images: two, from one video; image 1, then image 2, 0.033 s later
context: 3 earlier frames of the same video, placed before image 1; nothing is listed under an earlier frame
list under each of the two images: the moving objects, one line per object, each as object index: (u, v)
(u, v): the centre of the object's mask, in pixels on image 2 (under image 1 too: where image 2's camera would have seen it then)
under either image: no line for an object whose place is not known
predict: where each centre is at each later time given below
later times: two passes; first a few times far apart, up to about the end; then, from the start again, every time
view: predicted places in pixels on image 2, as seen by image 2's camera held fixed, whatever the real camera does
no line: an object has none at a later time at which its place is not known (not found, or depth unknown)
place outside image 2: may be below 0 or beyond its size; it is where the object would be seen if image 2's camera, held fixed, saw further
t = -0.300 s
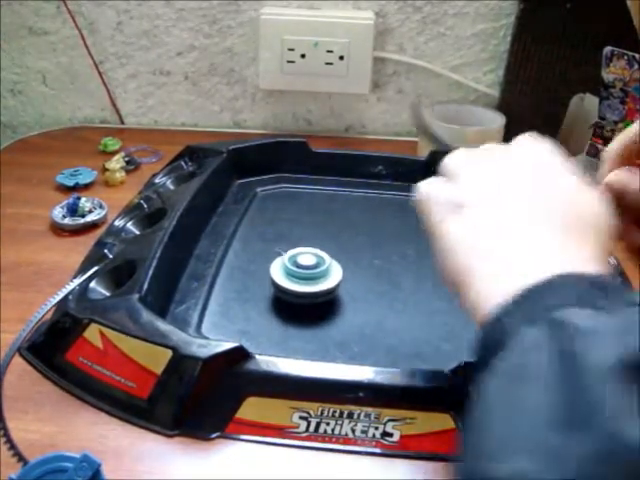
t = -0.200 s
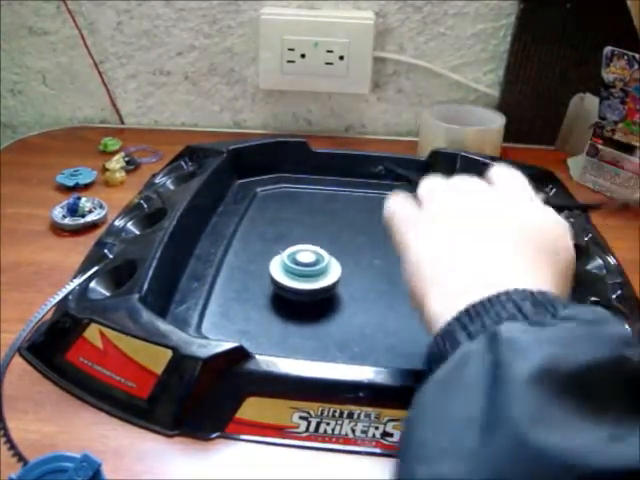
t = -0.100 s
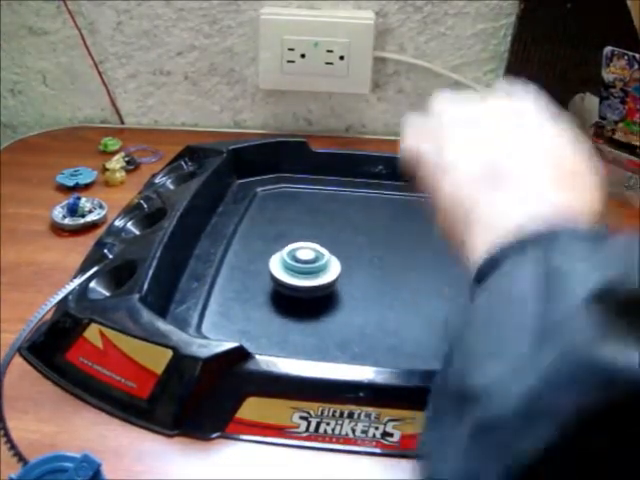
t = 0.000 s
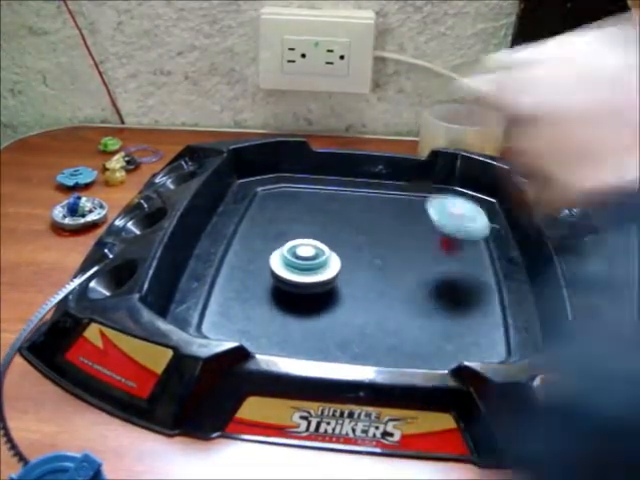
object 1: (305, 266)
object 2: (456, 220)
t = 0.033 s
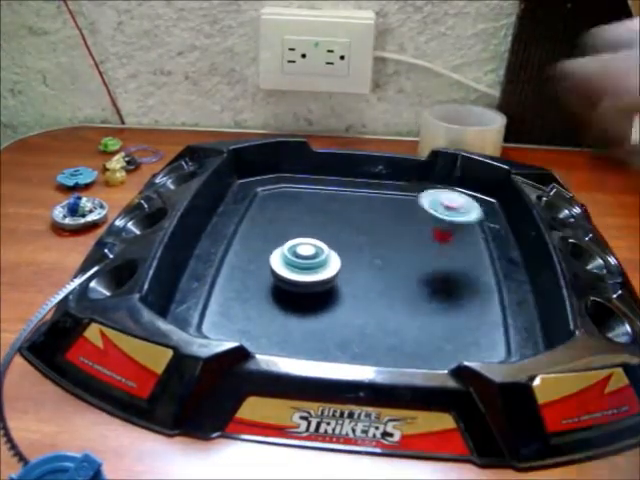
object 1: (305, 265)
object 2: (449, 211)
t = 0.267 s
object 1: (304, 256)
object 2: (406, 195)
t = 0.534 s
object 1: (292, 242)
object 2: (392, 176)
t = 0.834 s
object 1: (285, 235)
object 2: (368, 175)
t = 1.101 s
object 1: (287, 235)
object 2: (355, 186)
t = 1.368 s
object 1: (293, 232)
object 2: (361, 209)
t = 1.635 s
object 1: (296, 231)
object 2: (383, 228)
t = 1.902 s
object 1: (297, 231)
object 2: (390, 246)
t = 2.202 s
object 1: (301, 232)
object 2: (380, 265)
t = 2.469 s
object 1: (303, 233)
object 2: (346, 285)
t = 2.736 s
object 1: (303, 233)
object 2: (301, 288)
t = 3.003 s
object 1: (302, 235)
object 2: (265, 282)
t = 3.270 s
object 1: (302, 236)
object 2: (243, 275)
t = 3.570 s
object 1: (302, 239)
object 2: (239, 264)
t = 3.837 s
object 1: (309, 242)
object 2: (257, 253)
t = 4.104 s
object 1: (332, 236)
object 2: (218, 271)
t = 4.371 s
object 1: (331, 231)
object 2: (218, 289)
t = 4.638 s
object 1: (332, 228)
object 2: (266, 295)
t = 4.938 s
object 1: (334, 229)
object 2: (333, 283)
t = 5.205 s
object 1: (333, 229)
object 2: (373, 267)
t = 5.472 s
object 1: (336, 233)
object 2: (396, 255)
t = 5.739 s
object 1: (338, 238)
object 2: (419, 252)
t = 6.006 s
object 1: (337, 242)
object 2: (439, 251)
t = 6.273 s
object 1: (334, 249)
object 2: (449, 247)
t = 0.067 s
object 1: (305, 264)
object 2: (440, 214)
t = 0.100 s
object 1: (305, 263)
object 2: (431, 217)
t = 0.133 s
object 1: (305, 262)
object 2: (425, 205)
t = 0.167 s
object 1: (305, 260)
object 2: (417, 202)
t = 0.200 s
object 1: (305, 259)
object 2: (410, 202)
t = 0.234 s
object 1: (304, 258)
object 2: (407, 198)
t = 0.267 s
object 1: (304, 256)
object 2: (406, 195)
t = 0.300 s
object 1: (303, 255)
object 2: (404, 192)
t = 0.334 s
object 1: (302, 254)
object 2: (403, 189)
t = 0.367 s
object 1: (300, 251)
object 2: (402, 186)
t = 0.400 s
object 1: (299, 249)
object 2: (401, 184)
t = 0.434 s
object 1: (297, 247)
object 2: (399, 181)
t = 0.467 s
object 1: (296, 245)
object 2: (397, 179)
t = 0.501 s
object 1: (294, 243)
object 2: (394, 178)
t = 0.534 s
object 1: (292, 242)
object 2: (392, 176)
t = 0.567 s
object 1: (290, 240)
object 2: (390, 174)
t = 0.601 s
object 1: (288, 238)
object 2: (386, 174)
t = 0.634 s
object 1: (287, 236)
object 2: (383, 175)
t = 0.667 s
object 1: (287, 236)
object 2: (380, 175)
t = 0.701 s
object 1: (287, 235)
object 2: (377, 175)
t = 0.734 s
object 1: (287, 235)
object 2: (375, 175)
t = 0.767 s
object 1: (286, 235)
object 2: (372, 175)
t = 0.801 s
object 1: (285, 235)
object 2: (370, 175)
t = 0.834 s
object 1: (285, 235)
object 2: (368, 175)
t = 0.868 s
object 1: (285, 235)
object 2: (366, 175)
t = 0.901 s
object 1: (285, 235)
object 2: (363, 175)
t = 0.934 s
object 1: (285, 235)
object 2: (361, 176)
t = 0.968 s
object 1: (287, 235)
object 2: (359, 178)
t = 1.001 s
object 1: (288, 235)
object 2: (358, 180)
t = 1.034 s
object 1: (289, 235)
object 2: (357, 182)
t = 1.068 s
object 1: (288, 235)
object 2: (356, 184)
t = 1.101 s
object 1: (287, 235)
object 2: (355, 186)
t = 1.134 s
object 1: (287, 235)
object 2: (355, 189)
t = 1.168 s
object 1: (288, 234)
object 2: (355, 191)
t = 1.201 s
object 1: (290, 233)
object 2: (356, 194)
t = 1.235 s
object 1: (291, 233)
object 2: (357, 197)
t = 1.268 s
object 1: (292, 232)
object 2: (357, 200)
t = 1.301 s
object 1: (293, 232)
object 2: (358, 202)
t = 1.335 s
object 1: (293, 232)
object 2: (359, 206)
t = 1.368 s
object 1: (293, 232)
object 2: (361, 209)
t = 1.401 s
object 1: (293, 232)
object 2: (363, 212)
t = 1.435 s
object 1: (292, 232)
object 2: (366, 215)
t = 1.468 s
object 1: (293, 232)
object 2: (369, 217)
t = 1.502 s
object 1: (293, 231)
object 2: (372, 219)
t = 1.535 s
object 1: (294, 231)
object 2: (375, 221)
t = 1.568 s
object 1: (295, 231)
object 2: (378, 223)
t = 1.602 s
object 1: (295, 231)
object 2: (381, 226)
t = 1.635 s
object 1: (296, 231)
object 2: (383, 228)
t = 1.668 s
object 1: (296, 231)
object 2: (384, 230)
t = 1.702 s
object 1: (296, 231)
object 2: (386, 232)
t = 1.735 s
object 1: (297, 231)
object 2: (388, 234)
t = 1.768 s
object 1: (297, 231)
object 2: (389, 237)
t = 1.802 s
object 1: (297, 231)
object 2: (390, 239)
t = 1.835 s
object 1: (297, 231)
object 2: (390, 241)
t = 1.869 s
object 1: (297, 231)
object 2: (390, 244)
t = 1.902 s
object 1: (297, 231)
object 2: (390, 246)
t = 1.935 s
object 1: (297, 231)
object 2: (390, 248)
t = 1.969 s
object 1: (298, 231)
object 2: (389, 250)
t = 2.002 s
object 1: (298, 231)
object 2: (389, 252)
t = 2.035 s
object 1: (298, 231)
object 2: (387, 254)
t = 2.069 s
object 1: (299, 231)
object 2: (386, 256)
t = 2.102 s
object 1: (299, 231)
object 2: (385, 258)
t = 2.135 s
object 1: (300, 232)
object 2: (383, 260)
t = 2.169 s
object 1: (300, 232)
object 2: (382, 263)
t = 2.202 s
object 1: (301, 232)
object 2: (380, 265)
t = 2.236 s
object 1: (301, 232)
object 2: (378, 268)
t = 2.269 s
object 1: (301, 232)
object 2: (377, 271)
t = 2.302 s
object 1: (302, 232)
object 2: (374, 274)
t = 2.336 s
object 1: (302, 233)
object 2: (370, 277)
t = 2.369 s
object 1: (302, 233)
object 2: (365, 280)
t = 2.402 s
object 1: (302, 233)
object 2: (358, 282)
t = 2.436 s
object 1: (303, 233)
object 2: (352, 283)
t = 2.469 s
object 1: (303, 233)
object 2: (346, 285)
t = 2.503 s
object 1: (303, 233)
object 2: (340, 286)
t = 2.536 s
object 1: (303, 233)
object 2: (334, 287)
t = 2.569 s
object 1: (303, 233)
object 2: (328, 287)
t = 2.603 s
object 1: (303, 233)
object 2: (323, 287)
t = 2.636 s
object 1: (303, 233)
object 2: (317, 288)
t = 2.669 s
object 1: (303, 233)
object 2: (312, 288)
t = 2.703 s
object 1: (303, 233)
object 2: (306, 288)
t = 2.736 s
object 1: (303, 233)
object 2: (301, 288)
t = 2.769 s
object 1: (303, 234)
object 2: (297, 287)
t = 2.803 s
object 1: (303, 234)
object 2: (291, 287)
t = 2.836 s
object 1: (303, 234)
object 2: (286, 286)
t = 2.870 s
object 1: (302, 234)
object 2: (282, 285)
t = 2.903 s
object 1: (302, 234)
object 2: (277, 285)
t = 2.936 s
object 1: (302, 234)
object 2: (273, 284)
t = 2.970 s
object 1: (302, 234)
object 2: (269, 283)
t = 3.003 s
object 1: (302, 235)
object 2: (265, 282)
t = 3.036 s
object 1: (302, 235)
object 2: (261, 282)
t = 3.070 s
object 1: (302, 235)
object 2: (258, 281)
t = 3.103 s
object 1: (302, 235)
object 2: (255, 280)
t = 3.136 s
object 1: (302, 235)
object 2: (252, 279)
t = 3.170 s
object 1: (302, 236)
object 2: (249, 278)
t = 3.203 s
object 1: (302, 236)
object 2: (247, 277)
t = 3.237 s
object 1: (302, 236)
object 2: (244, 276)
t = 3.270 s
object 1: (302, 236)
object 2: (243, 275)
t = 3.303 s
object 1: (302, 236)
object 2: (241, 274)
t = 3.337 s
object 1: (302, 237)
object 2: (240, 273)
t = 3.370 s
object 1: (302, 237)
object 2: (239, 272)
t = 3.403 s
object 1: (302, 237)
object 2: (238, 270)
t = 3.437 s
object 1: (302, 238)
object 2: (238, 269)
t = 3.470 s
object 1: (302, 238)
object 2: (238, 268)
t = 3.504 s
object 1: (302, 239)
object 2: (238, 267)
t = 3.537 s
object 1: (302, 239)
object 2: (238, 265)
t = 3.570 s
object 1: (302, 239)
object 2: (239, 264)
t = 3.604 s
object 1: (302, 239)
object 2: (240, 263)
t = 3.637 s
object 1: (303, 240)
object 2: (241, 261)
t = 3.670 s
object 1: (303, 241)
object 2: (243, 260)
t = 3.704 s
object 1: (304, 241)
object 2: (245, 259)
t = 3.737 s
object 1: (305, 241)
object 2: (248, 257)
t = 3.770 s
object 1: (305, 242)
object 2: (251, 256)
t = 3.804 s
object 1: (307, 242)
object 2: (254, 254)
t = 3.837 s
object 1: (309, 242)
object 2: (257, 253)
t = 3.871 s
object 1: (314, 240)
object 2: (249, 255)
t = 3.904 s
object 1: (321, 239)
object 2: (241, 257)
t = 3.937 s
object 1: (326, 238)
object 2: (235, 259)
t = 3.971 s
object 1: (329, 237)
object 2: (230, 261)
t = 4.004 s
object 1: (331, 237)
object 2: (226, 264)
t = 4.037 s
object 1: (332, 236)
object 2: (223, 266)
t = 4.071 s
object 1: (332, 236)
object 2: (220, 268)
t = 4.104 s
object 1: (332, 236)
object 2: (218, 271)
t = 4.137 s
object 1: (332, 235)
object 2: (215, 273)
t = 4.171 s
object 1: (332, 235)
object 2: (215, 276)
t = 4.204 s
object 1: (332, 234)
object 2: (214, 279)
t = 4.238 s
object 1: (331, 233)
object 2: (213, 281)
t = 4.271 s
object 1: (331, 233)
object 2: (214, 283)
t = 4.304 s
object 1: (331, 232)
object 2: (214, 285)
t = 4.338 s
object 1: (331, 232)
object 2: (216, 287)
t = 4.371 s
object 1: (331, 231)
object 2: (218, 289)
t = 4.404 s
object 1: (331, 231)
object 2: (222, 291)
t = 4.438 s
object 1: (331, 230)
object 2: (226, 292)
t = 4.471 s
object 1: (331, 230)
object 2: (231, 293)
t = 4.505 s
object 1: (331, 230)
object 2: (237, 294)
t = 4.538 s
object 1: (331, 229)
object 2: (244, 295)
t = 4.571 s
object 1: (331, 229)
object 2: (251, 295)
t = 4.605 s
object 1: (332, 229)
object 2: (258, 295)
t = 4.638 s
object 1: (332, 228)
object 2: (266, 295)
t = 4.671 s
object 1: (332, 228)
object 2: (274, 294)
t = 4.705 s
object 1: (333, 228)
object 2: (283, 293)
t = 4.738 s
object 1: (333, 229)
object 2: (291, 292)
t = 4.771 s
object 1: (333, 229)
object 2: (299, 291)
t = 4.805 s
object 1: (334, 229)
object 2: (307, 290)
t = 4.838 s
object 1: (334, 229)
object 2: (314, 288)
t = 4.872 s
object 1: (334, 229)
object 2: (321, 286)
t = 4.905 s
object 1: (334, 229)
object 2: (327, 285)
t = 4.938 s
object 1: (334, 229)
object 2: (333, 283)
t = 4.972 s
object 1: (334, 229)
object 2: (340, 281)
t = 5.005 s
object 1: (334, 229)
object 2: (345, 279)
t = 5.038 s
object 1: (333, 229)
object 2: (350, 277)
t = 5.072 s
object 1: (333, 228)
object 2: (355, 275)
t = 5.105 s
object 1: (333, 228)
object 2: (361, 273)
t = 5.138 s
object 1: (333, 229)
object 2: (365, 271)
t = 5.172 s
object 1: (333, 228)
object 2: (370, 269)
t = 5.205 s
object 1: (333, 229)
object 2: (373, 267)
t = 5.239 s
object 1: (333, 229)
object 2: (377, 265)
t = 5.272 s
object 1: (333, 229)
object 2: (380, 263)
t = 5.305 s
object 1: (333, 230)
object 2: (382, 261)
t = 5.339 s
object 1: (334, 231)
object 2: (385, 260)
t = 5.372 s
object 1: (334, 231)
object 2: (388, 258)
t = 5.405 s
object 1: (335, 232)
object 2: (391, 257)
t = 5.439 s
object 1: (335, 232)
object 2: (393, 256)
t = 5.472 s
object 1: (336, 233)
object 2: (396, 255)
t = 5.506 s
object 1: (336, 233)
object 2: (398, 255)
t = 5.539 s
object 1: (337, 234)
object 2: (402, 254)
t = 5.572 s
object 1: (337, 235)
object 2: (404, 254)
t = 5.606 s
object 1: (337, 235)
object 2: (407, 253)
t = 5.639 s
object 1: (338, 236)
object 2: (410, 253)
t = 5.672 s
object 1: (338, 236)
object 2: (413, 252)
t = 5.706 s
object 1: (338, 237)
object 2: (416, 252)
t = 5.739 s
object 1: (338, 238)
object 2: (419, 252)
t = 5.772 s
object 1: (338, 238)
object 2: (422, 252)
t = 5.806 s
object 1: (338, 239)
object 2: (424, 252)
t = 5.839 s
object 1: (338, 239)
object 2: (427, 252)
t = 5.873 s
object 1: (338, 240)
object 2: (430, 252)
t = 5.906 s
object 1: (338, 240)
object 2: (432, 252)
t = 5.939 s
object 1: (338, 241)
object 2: (434, 252)
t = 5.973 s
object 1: (338, 242)
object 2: (437, 251)
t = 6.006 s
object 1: (337, 242)
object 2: (439, 251)
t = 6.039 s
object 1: (337, 243)
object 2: (440, 251)
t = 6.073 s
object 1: (337, 244)
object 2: (442, 251)
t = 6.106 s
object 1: (337, 245)
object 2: (443, 250)
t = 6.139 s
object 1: (336, 245)
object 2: (445, 250)
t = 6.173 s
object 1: (336, 246)
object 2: (446, 250)
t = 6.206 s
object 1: (335, 247)
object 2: (447, 249)
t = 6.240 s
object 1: (335, 248)
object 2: (448, 249)
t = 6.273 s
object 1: (334, 249)
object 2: (449, 247)
